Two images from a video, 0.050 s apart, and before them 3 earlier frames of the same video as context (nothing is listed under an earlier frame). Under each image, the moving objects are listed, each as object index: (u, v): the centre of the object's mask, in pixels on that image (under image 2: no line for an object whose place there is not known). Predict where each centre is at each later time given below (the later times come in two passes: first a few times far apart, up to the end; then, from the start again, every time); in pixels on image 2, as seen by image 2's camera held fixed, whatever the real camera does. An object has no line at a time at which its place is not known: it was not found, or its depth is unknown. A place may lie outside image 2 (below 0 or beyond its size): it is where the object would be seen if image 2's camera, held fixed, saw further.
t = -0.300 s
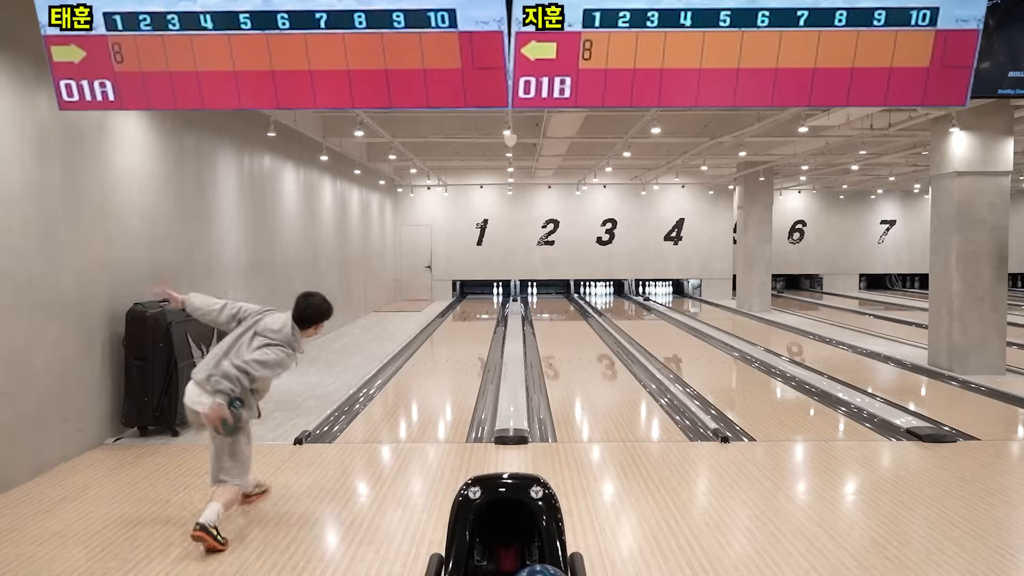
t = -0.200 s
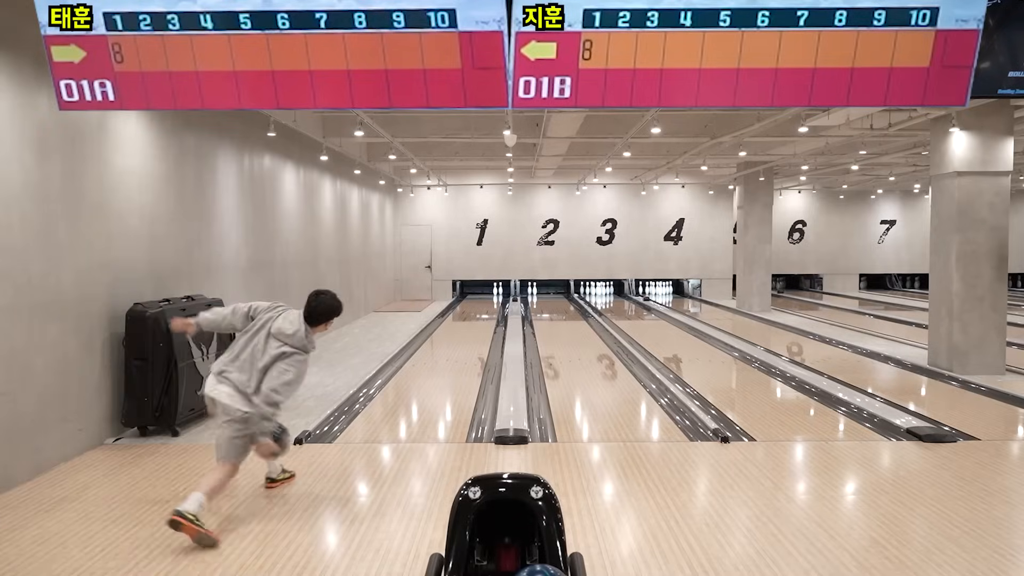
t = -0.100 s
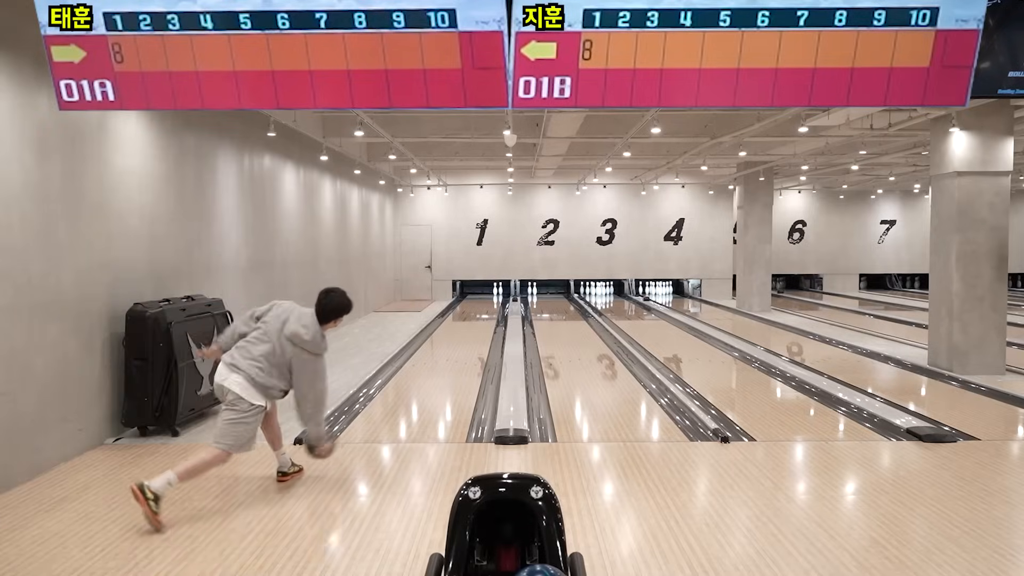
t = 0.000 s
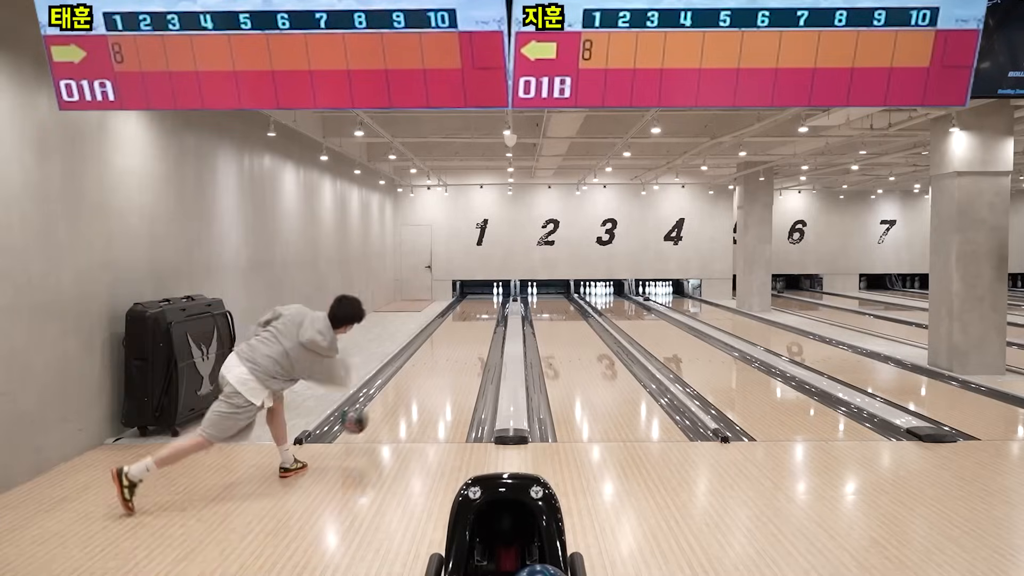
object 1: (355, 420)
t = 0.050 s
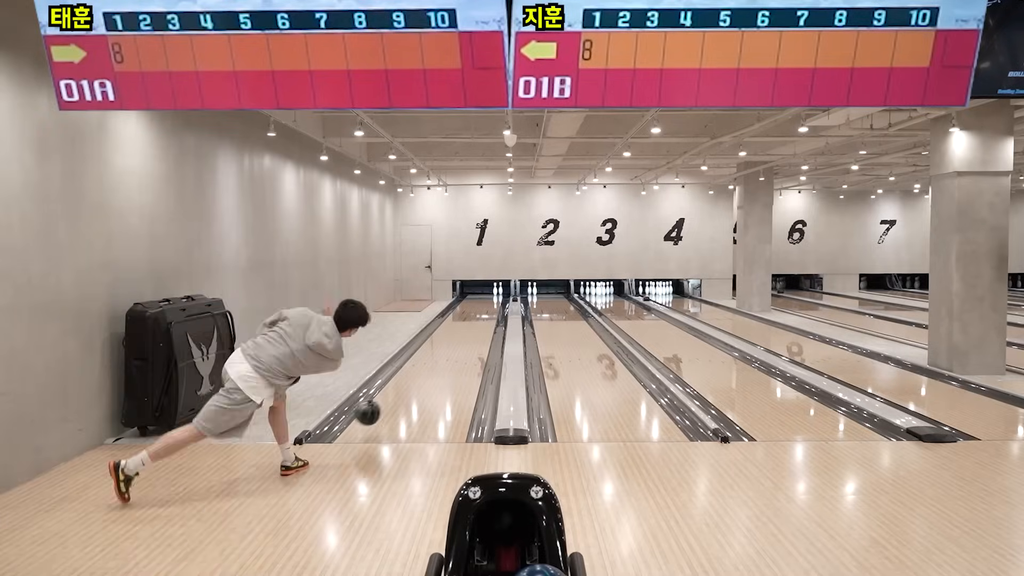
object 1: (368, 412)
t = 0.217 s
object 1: (402, 396)
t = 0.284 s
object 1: (414, 387)
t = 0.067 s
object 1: (371, 410)
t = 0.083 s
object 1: (376, 409)
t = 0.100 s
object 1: (379, 408)
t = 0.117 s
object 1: (383, 407)
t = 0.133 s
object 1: (386, 407)
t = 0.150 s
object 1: (390, 407)
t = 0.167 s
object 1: (393, 405)
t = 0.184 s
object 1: (396, 401)
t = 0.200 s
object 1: (399, 398)
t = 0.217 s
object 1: (402, 396)
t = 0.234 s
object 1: (405, 394)
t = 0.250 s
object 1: (408, 391)
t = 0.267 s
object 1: (411, 389)
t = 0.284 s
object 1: (414, 387)
